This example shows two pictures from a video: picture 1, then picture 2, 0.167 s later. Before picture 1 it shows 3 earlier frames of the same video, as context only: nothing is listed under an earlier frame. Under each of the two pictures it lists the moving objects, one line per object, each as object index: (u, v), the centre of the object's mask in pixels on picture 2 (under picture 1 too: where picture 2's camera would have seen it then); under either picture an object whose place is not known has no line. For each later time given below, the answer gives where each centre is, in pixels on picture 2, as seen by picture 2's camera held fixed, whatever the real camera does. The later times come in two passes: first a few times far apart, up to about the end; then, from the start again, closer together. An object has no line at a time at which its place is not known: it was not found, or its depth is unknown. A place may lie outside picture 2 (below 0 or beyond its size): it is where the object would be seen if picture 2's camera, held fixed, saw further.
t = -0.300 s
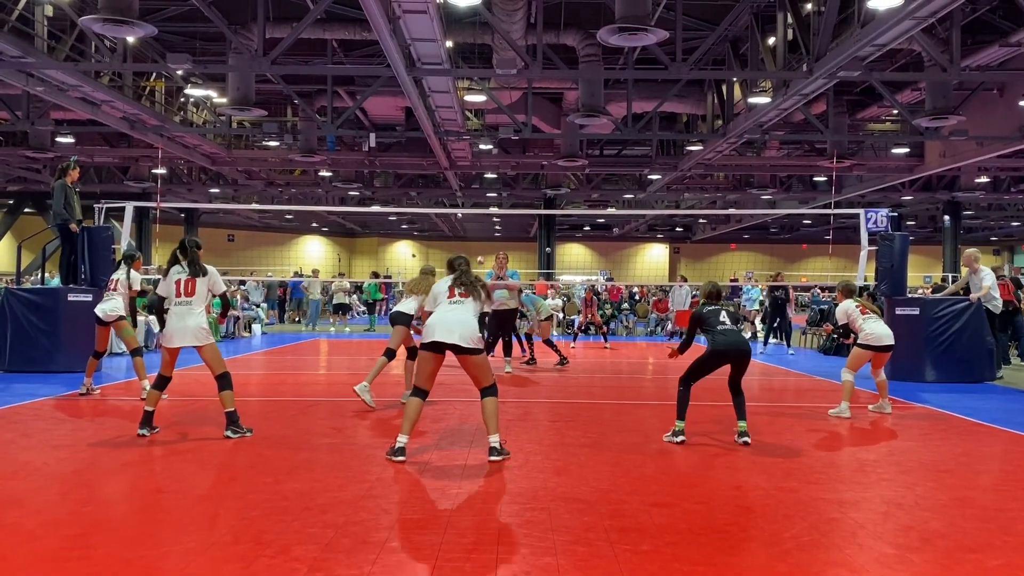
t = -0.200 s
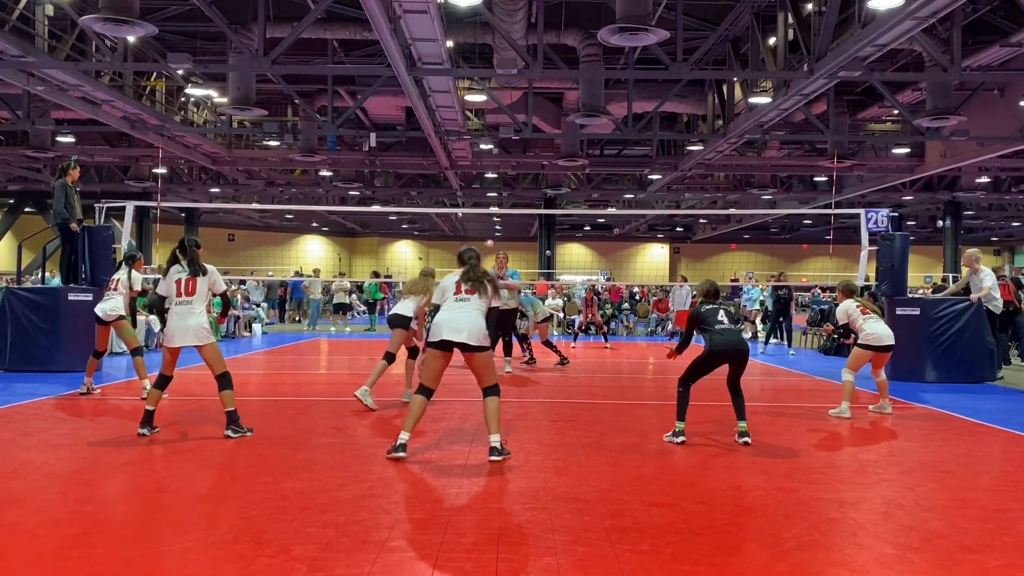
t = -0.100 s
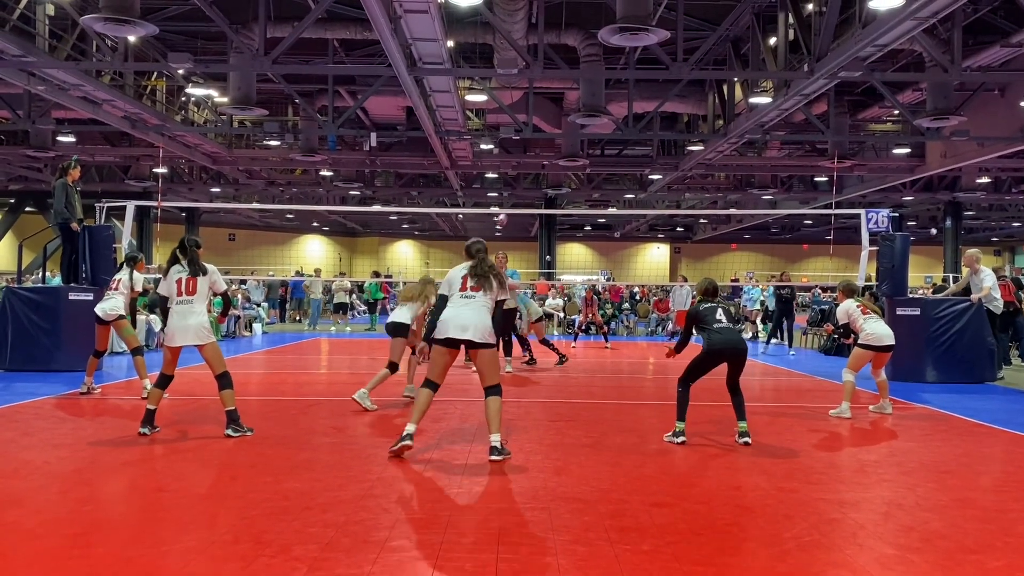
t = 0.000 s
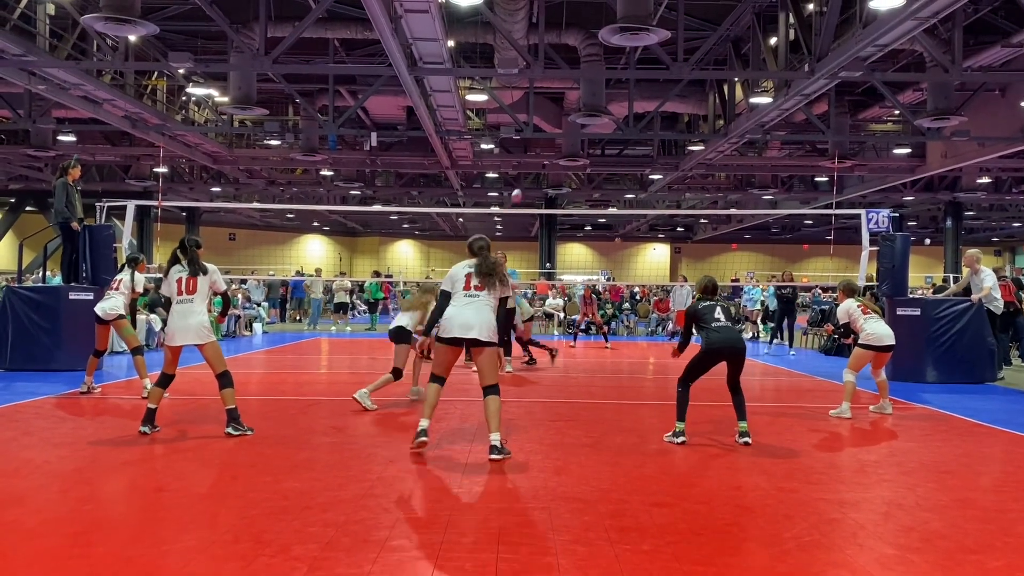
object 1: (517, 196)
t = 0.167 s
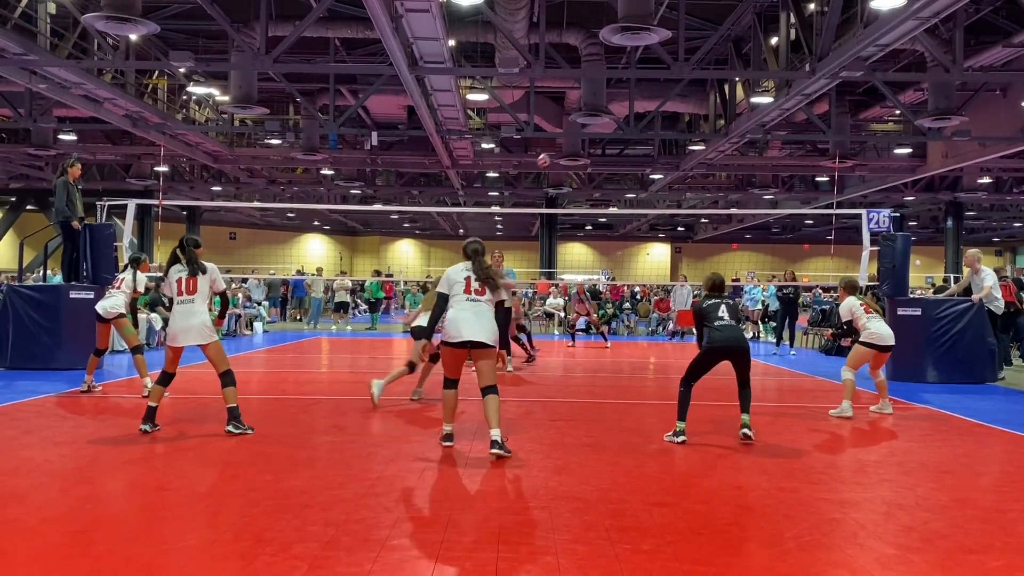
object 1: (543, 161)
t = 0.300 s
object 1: (568, 139)
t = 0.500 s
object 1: (618, 120)
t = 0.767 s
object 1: (719, 138)
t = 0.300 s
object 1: (568, 139)
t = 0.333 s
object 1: (575, 135)
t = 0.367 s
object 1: (583, 130)
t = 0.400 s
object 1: (590, 127)
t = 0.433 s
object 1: (599, 124)
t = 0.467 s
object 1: (608, 123)
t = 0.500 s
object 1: (618, 120)
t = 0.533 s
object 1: (628, 120)
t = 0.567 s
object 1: (638, 119)
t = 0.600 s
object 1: (649, 120)
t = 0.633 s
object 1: (662, 121)
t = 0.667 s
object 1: (675, 124)
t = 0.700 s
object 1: (690, 128)
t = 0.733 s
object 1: (704, 132)
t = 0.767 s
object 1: (719, 138)
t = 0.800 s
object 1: (738, 145)
